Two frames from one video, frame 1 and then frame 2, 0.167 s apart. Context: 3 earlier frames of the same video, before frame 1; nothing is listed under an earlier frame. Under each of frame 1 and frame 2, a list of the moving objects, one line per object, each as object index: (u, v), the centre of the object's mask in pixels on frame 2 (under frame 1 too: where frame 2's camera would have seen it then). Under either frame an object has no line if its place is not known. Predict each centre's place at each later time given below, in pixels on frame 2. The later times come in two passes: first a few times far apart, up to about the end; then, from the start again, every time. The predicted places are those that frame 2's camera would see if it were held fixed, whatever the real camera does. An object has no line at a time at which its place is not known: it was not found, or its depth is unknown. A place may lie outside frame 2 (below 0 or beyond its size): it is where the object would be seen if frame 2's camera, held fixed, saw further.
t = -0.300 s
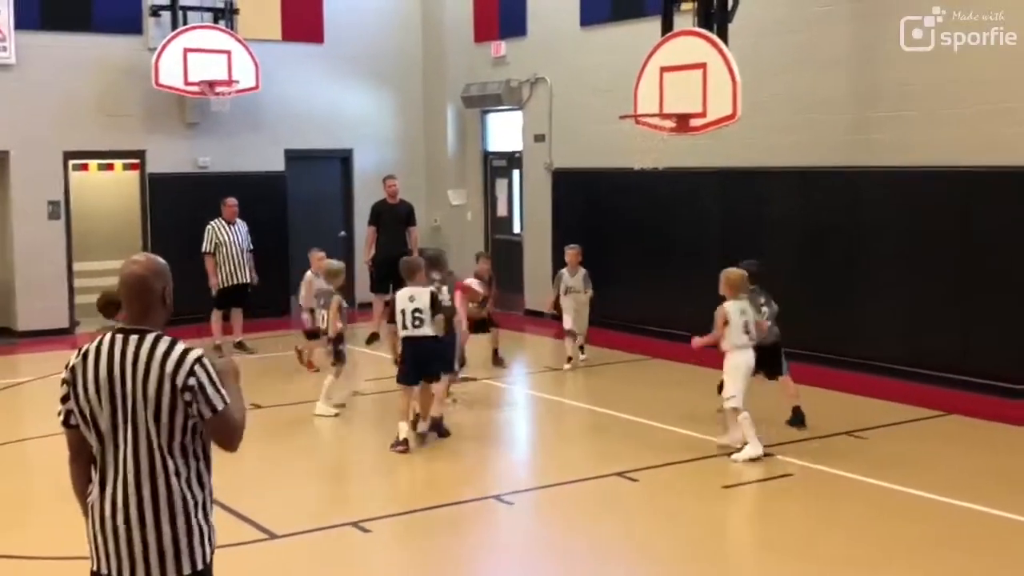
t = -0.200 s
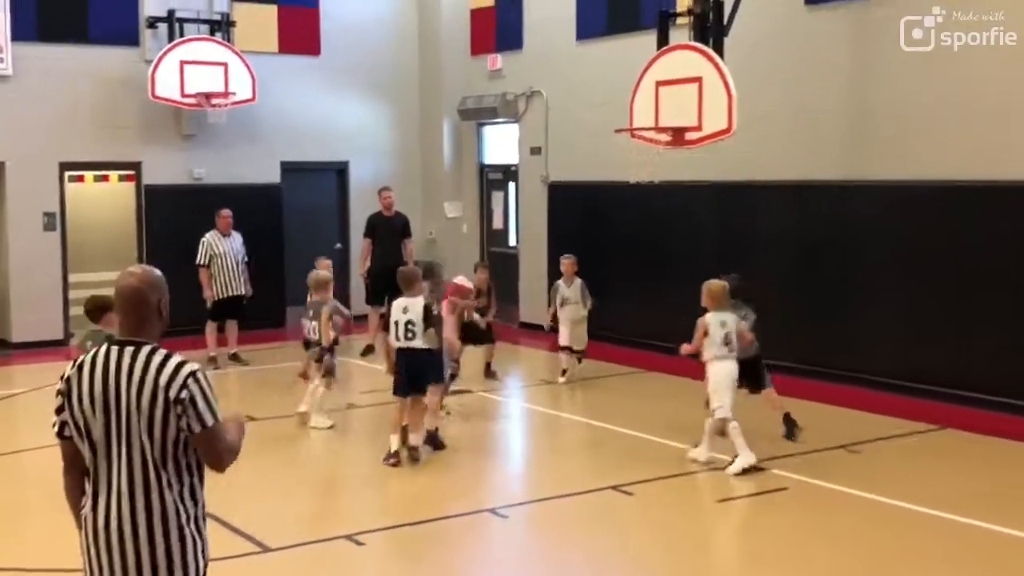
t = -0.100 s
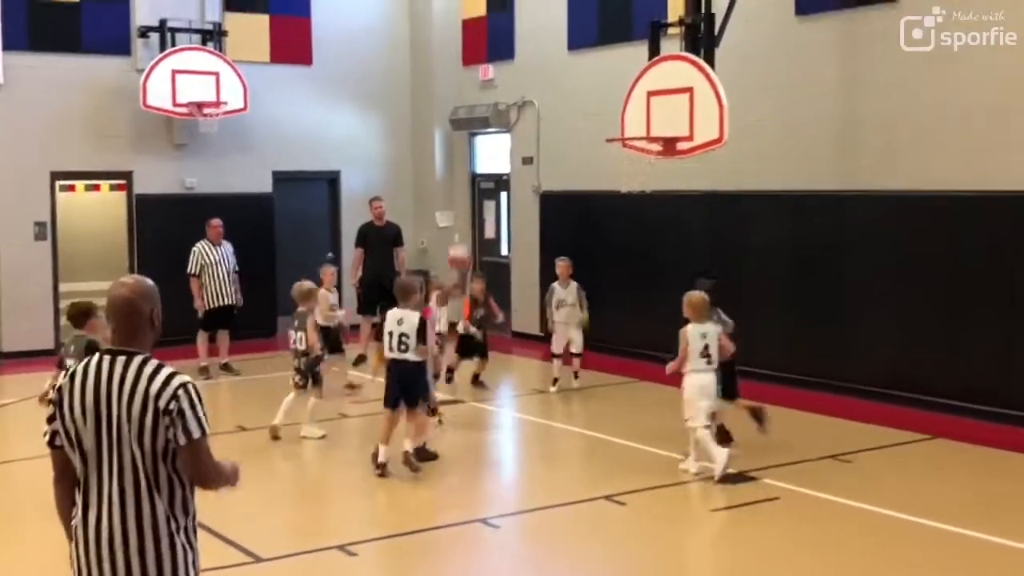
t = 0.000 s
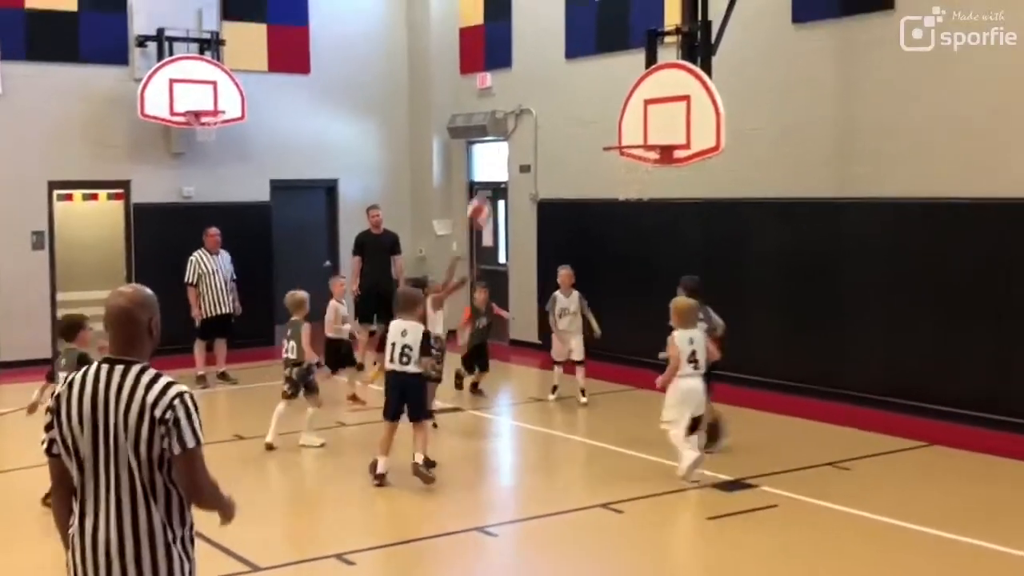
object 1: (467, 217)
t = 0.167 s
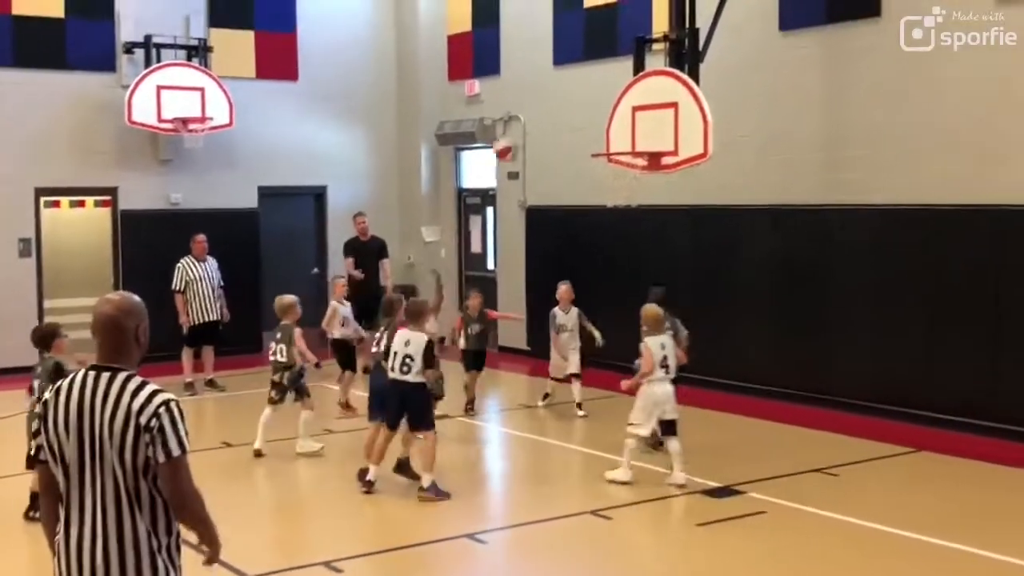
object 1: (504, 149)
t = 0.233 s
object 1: (521, 130)
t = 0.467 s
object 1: (575, 104)
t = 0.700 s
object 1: (630, 140)
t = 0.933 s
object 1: (619, 141)
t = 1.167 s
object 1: (637, 135)
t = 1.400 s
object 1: (641, 138)
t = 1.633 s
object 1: (641, 140)
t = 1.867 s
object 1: (638, 140)
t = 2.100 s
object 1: (630, 154)
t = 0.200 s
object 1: (512, 139)
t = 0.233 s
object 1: (521, 130)
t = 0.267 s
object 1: (529, 123)
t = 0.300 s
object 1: (535, 117)
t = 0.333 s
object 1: (543, 111)
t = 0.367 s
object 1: (550, 108)
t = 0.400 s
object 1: (558, 106)
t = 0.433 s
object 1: (568, 104)
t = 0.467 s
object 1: (575, 104)
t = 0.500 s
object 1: (583, 105)
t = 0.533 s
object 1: (590, 107)
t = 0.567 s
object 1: (597, 112)
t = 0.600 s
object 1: (606, 116)
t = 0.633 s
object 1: (614, 122)
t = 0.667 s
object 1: (621, 129)
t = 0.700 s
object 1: (630, 140)
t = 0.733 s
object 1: (634, 145)
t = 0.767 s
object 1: (625, 145)
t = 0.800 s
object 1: (614, 145)
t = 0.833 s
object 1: (605, 146)
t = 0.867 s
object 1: (609, 143)
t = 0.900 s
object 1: (613, 141)
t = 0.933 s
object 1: (619, 141)
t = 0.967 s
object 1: (624, 140)
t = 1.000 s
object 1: (630, 140)
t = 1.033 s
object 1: (634, 141)
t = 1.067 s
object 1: (635, 138)
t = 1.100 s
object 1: (636, 135)
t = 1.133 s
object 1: (636, 135)
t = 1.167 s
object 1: (637, 135)
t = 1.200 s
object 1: (637, 137)
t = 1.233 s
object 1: (638, 139)
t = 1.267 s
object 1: (639, 139)
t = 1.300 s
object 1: (640, 138)
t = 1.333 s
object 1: (641, 137)
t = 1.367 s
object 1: (641, 137)
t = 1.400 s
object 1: (641, 138)
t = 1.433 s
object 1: (641, 139)
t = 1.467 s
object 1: (641, 139)
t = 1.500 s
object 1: (641, 139)
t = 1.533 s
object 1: (640, 139)
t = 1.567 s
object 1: (640, 140)
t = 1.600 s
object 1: (641, 140)
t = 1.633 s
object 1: (641, 140)
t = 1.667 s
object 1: (641, 140)
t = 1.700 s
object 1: (640, 140)
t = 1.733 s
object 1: (640, 140)
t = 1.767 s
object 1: (640, 139)
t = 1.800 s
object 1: (640, 139)
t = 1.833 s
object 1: (639, 139)
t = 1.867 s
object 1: (638, 140)
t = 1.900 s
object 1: (637, 140)
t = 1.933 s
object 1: (636, 140)
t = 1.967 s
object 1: (635, 141)
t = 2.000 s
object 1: (634, 142)
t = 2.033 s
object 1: (633, 144)
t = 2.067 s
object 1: (631, 148)
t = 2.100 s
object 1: (630, 154)
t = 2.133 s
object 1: (628, 159)
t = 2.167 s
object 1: (628, 166)
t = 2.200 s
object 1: (627, 173)
